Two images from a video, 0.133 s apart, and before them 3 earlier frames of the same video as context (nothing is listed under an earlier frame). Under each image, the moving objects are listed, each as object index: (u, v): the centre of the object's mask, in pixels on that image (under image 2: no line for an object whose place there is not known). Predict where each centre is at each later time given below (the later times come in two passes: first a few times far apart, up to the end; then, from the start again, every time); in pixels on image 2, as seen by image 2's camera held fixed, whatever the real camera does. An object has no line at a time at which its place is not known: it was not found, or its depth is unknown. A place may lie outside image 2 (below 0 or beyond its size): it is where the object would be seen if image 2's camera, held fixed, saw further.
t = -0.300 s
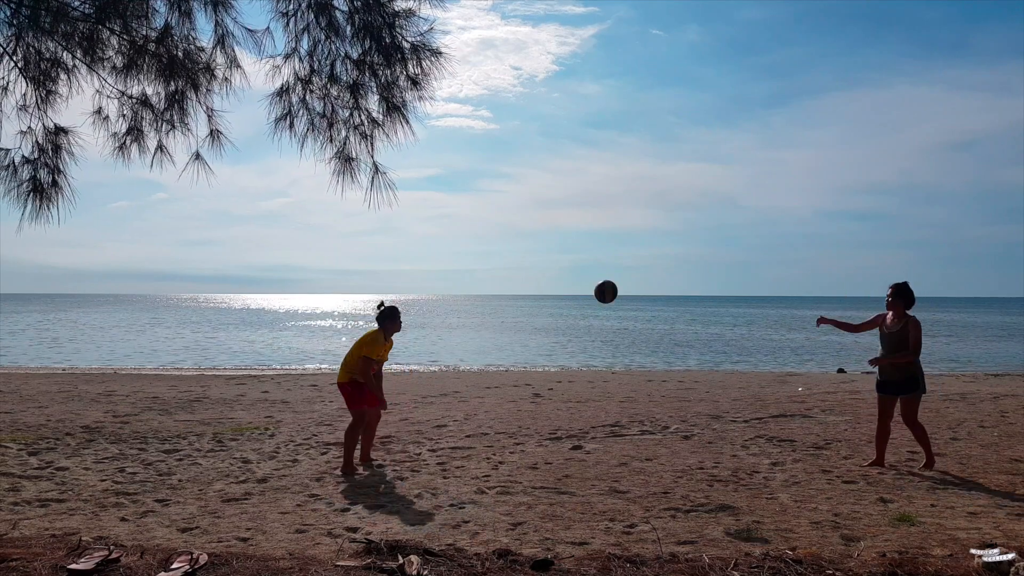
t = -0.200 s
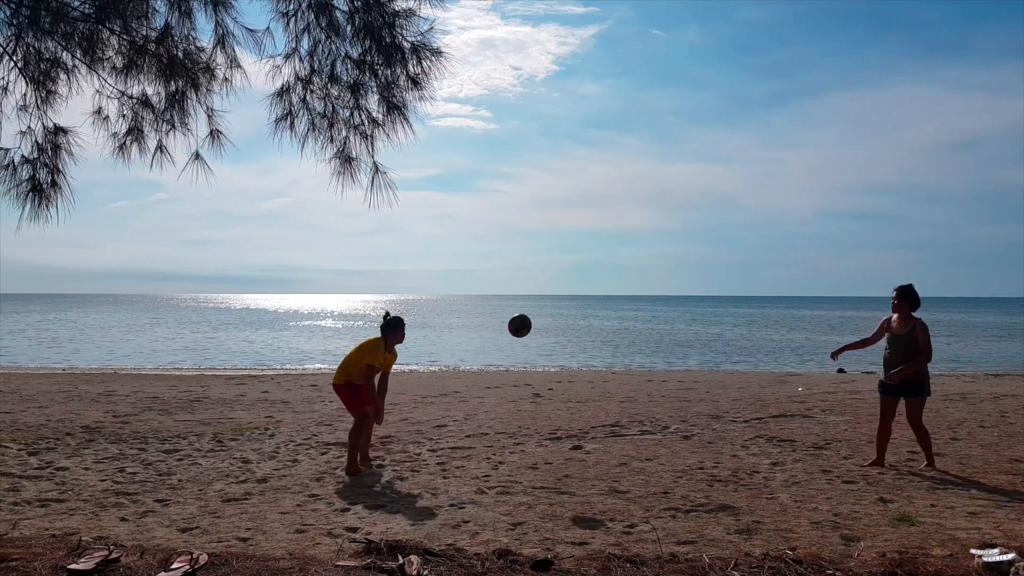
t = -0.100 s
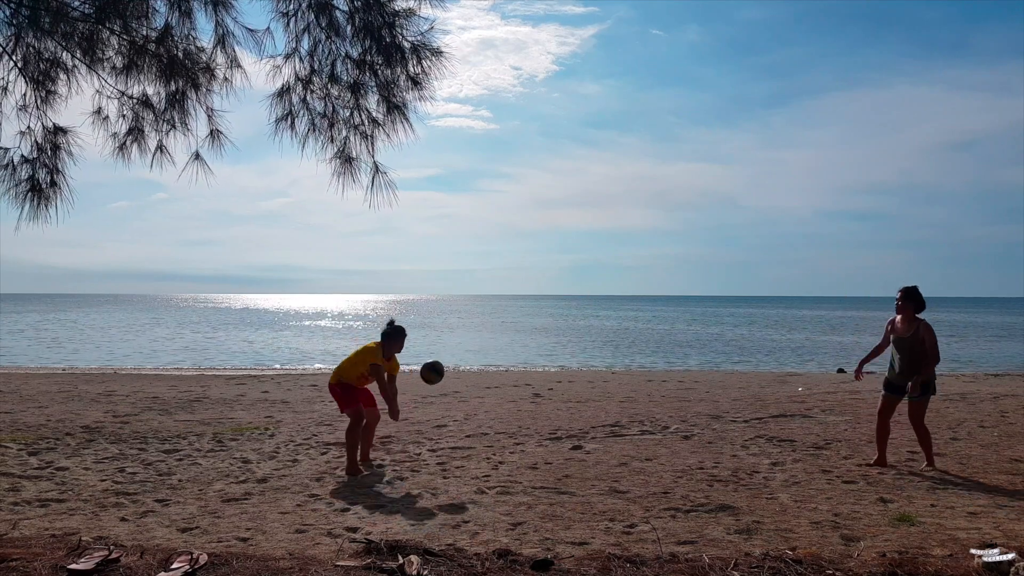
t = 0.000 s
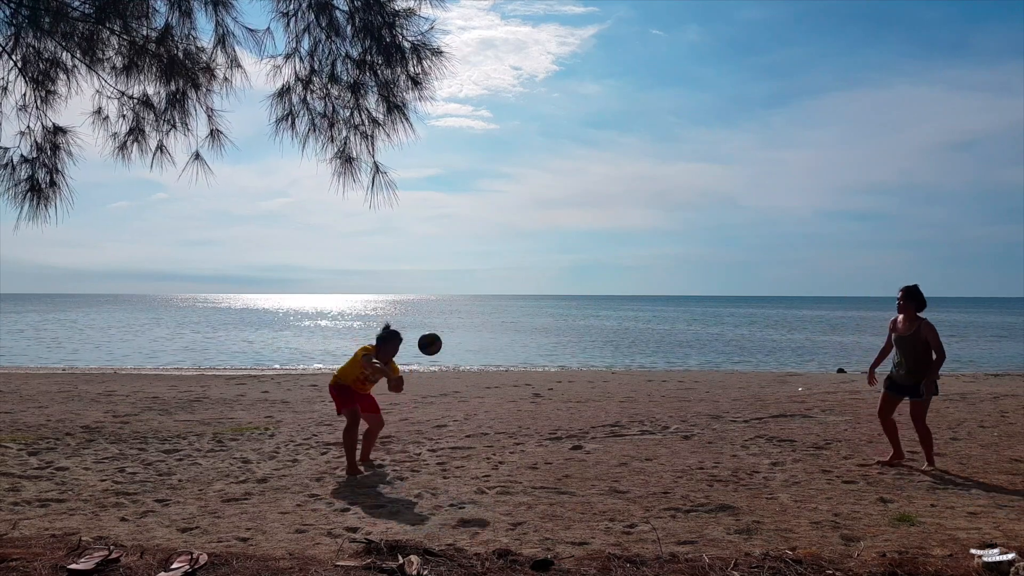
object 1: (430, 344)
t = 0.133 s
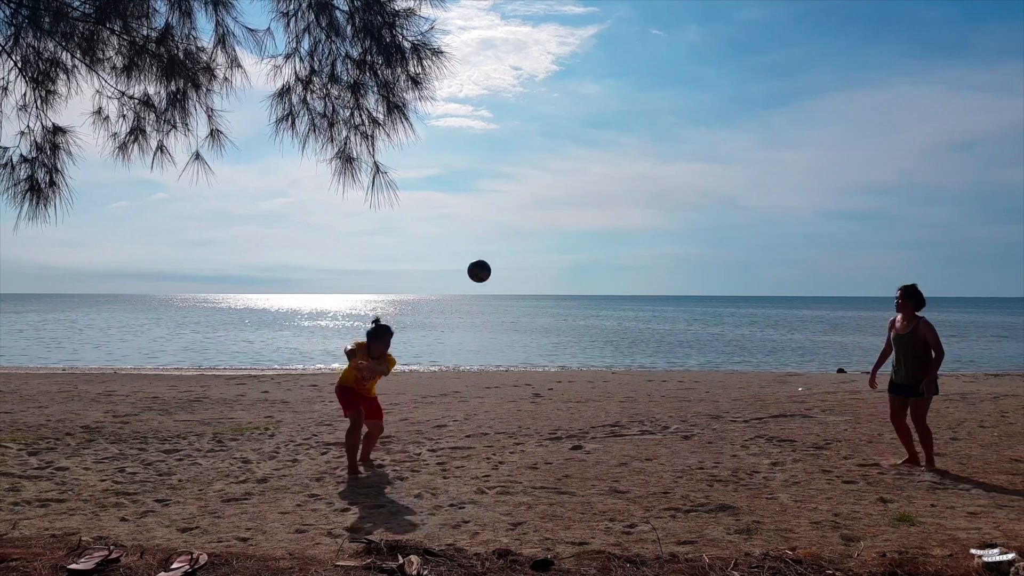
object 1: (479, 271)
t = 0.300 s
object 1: (539, 209)
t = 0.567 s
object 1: (630, 174)
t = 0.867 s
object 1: (729, 225)
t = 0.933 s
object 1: (751, 249)
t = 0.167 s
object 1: (491, 256)
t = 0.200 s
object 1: (503, 242)
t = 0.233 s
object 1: (515, 230)
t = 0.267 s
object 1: (527, 219)
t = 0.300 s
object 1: (539, 209)
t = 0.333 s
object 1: (550, 201)
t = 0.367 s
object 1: (562, 193)
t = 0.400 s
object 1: (574, 187)
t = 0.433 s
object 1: (585, 182)
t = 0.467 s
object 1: (597, 178)
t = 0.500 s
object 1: (608, 175)
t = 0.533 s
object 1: (619, 174)
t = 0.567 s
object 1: (630, 174)
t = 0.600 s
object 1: (641, 175)
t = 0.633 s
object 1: (653, 177)
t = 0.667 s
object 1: (664, 180)
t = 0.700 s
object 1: (675, 185)
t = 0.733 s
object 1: (686, 190)
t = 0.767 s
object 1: (696, 197)
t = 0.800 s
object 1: (707, 205)
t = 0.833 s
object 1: (718, 215)
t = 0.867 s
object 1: (729, 225)
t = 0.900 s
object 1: (740, 236)
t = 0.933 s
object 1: (751, 249)
